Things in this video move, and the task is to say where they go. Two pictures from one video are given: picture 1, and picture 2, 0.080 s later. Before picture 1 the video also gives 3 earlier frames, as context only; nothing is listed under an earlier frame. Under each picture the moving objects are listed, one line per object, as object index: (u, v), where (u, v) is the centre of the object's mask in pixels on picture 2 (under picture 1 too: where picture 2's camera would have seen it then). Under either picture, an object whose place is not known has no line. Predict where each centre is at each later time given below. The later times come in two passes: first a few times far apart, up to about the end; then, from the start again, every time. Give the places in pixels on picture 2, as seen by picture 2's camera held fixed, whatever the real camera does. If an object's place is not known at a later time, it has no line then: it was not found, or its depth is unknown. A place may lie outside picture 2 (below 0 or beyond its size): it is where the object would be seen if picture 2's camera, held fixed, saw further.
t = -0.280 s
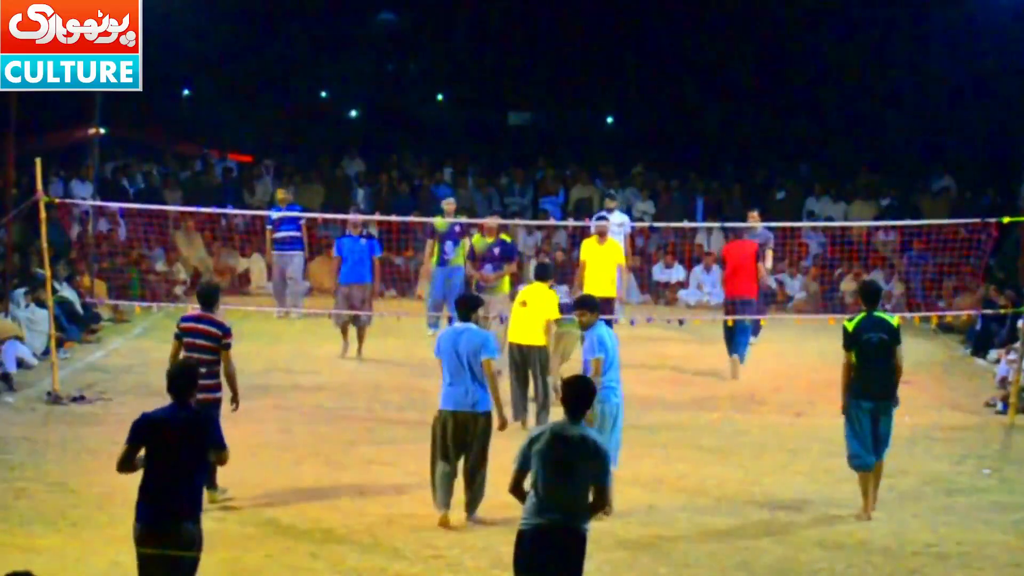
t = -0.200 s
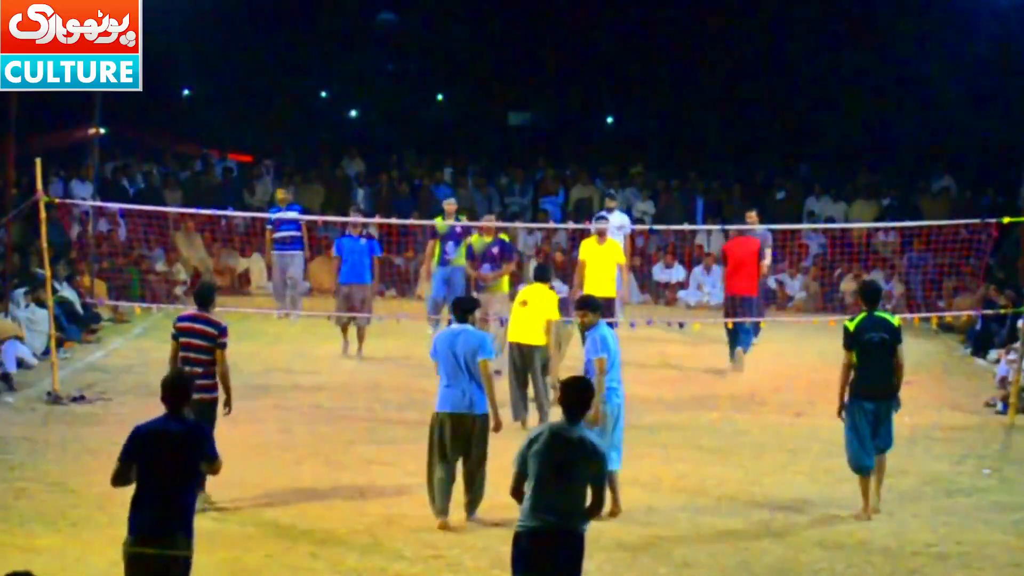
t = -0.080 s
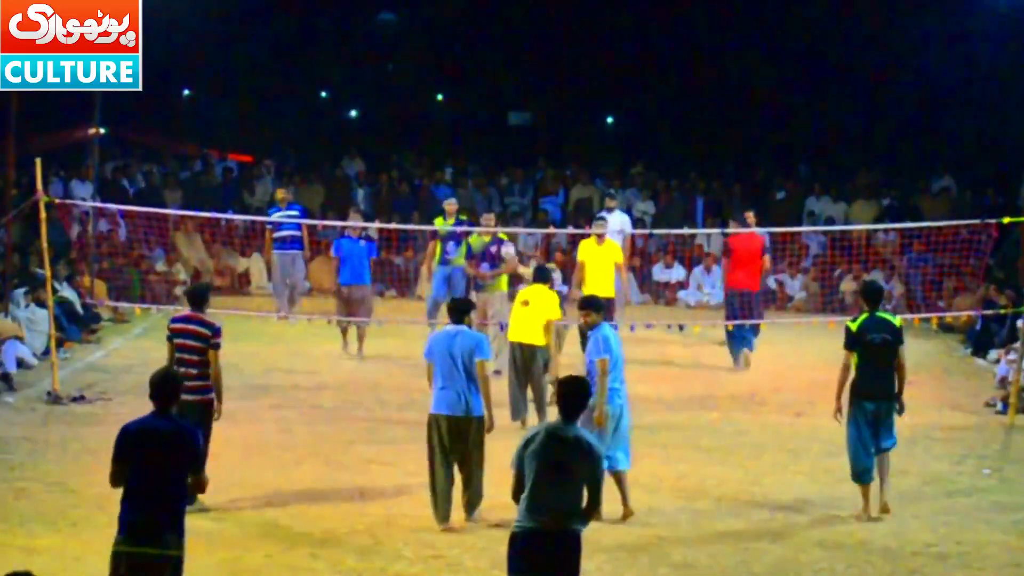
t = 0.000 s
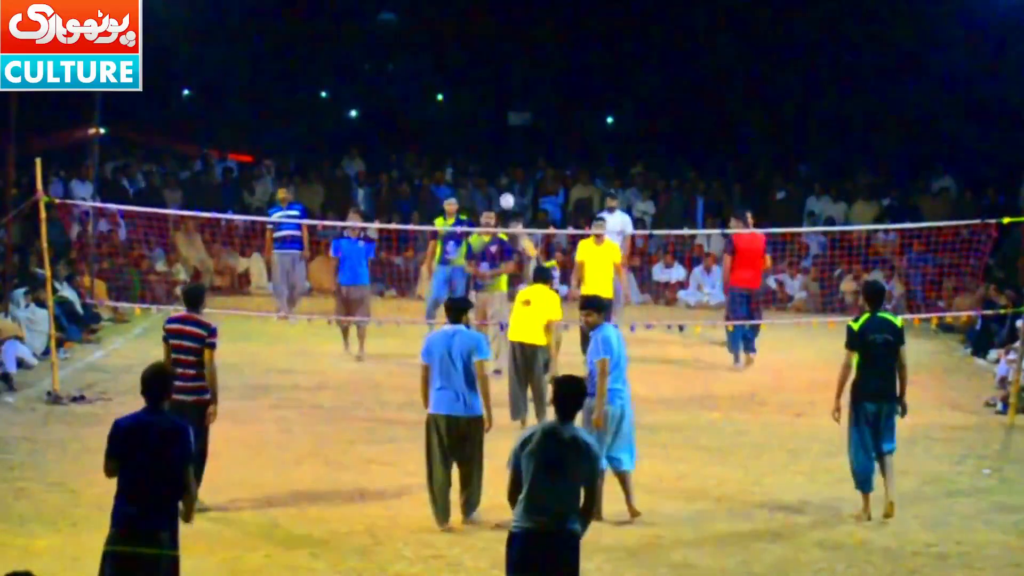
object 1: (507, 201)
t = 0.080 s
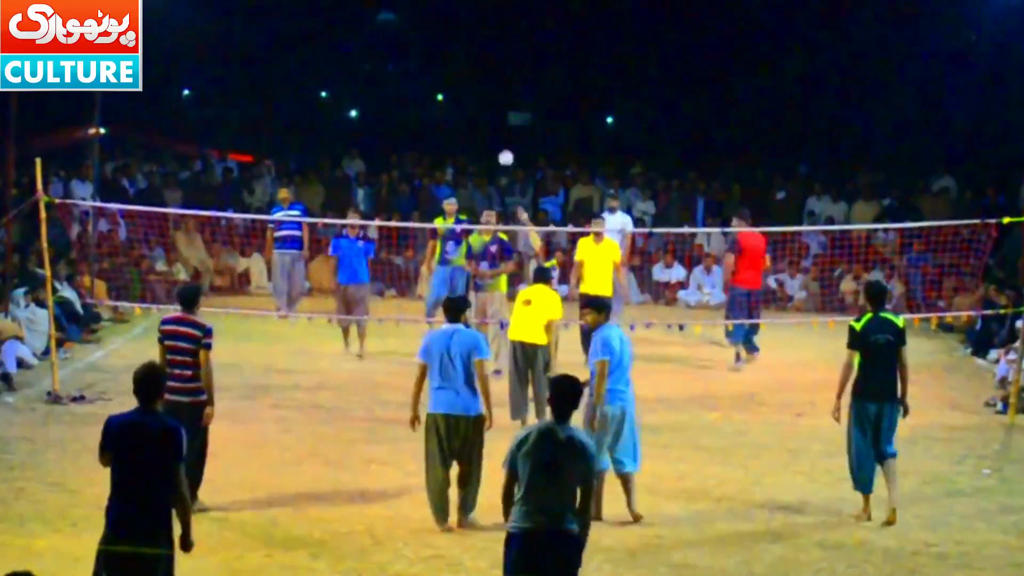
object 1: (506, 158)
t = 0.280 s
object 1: (502, 78)
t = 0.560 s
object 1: (496, 30)
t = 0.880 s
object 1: (488, 64)
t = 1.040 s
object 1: (483, 115)
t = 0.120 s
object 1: (505, 139)
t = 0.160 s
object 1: (504, 121)
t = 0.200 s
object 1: (504, 106)
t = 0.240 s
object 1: (503, 91)
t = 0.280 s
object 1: (502, 78)
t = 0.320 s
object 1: (501, 67)
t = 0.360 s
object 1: (501, 57)
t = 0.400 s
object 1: (500, 49)
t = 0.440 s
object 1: (499, 42)
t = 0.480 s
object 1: (498, 37)
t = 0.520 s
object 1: (497, 33)
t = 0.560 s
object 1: (496, 30)
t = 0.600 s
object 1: (495, 30)
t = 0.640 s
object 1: (494, 30)
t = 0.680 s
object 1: (493, 33)
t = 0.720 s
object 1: (492, 36)
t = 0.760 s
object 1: (491, 41)
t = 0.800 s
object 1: (490, 47)
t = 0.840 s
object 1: (489, 55)
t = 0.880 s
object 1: (488, 64)
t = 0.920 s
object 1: (487, 75)
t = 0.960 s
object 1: (486, 87)
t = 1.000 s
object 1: (484, 100)
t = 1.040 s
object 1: (483, 115)
